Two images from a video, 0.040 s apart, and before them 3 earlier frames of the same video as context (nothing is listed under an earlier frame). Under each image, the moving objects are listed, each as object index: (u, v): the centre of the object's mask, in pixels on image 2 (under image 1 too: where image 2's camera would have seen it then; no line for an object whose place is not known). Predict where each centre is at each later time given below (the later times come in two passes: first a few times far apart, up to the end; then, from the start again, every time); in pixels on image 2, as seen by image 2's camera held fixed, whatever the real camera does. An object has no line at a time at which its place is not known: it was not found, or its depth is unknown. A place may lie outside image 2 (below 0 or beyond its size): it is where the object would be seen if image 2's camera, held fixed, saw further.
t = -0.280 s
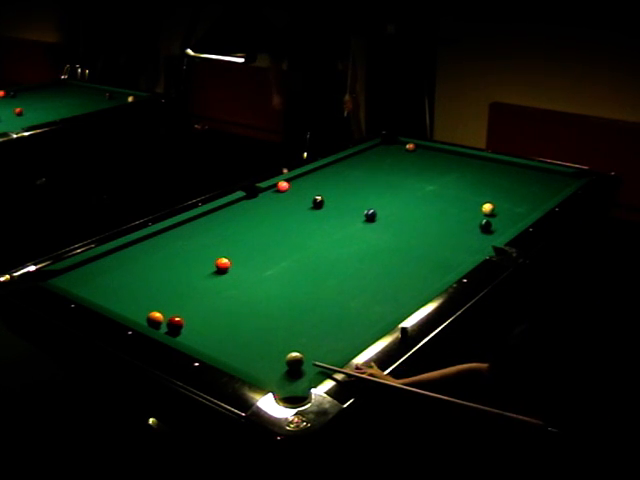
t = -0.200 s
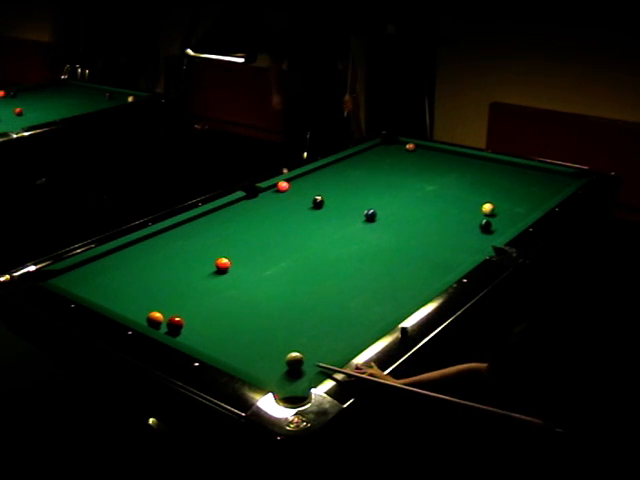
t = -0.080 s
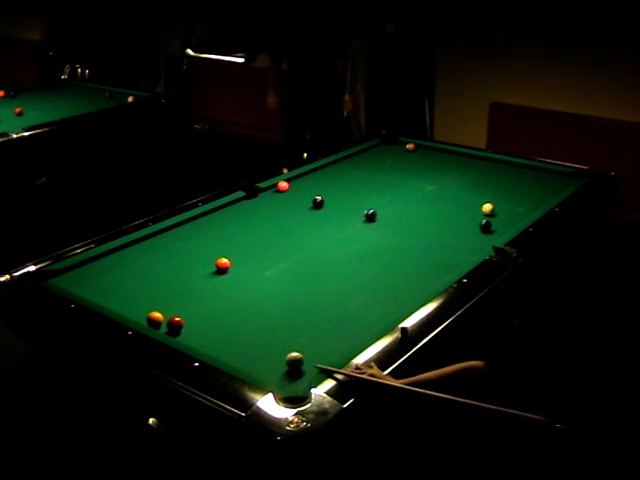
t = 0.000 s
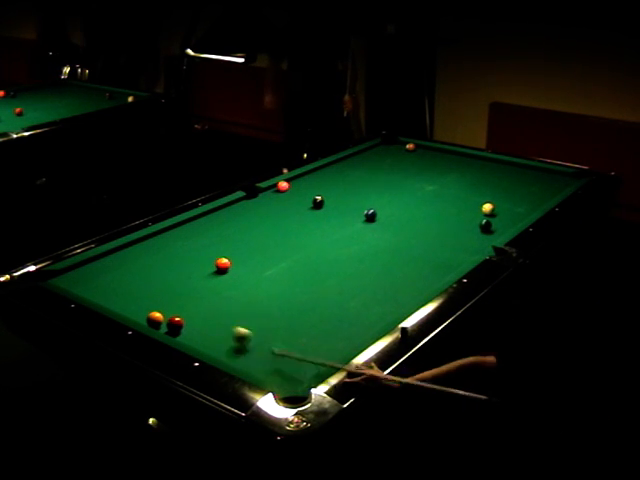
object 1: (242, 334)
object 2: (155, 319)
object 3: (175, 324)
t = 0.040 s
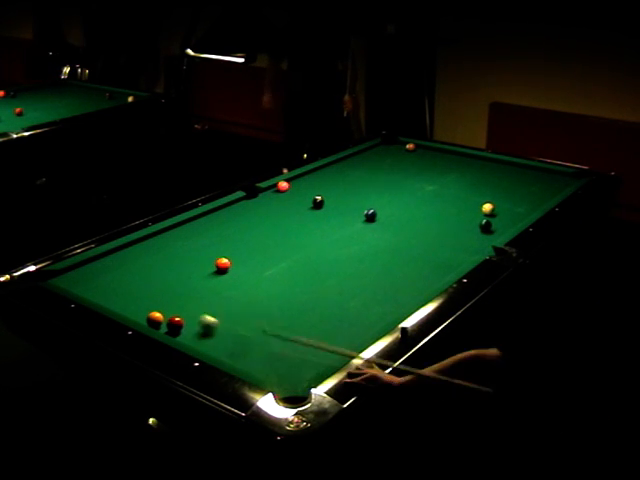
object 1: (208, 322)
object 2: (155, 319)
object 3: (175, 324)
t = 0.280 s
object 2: (155, 319)
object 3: (175, 324)
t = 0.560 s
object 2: (161, 321)
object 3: (188, 327)
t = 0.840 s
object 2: (172, 323)
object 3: (269, 345)
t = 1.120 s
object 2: (188, 324)
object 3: (323, 352)
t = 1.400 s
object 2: (204, 323)
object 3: (294, 333)
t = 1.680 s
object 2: (217, 324)
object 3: (270, 316)
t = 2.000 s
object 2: (230, 324)
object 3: (245, 298)
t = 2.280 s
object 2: (240, 324)
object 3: (226, 286)
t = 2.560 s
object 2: (247, 324)
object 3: (210, 274)
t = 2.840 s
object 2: (253, 324)
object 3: (195, 264)
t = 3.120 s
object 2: (256, 324)
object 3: (182, 255)
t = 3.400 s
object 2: (258, 324)
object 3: (170, 248)
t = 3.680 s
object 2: (258, 324)
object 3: (160, 240)
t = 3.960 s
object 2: (258, 324)
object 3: (158, 237)
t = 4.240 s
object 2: (258, 324)
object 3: (169, 238)
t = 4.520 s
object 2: (258, 324)
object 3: (178, 240)
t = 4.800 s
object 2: (258, 324)
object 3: (187, 242)
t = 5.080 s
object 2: (258, 324)
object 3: (193, 243)
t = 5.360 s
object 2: (258, 324)
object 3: (199, 244)
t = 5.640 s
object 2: (258, 324)
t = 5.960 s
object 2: (258, 324)
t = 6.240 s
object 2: (258, 324)
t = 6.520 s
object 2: (258, 324)
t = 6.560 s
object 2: (258, 324)
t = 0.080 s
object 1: (179, 308)
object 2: (155, 319)
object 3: (174, 325)
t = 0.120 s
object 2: (155, 320)
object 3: (175, 324)
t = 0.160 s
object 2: (155, 319)
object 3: (175, 324)
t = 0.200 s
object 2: (155, 319)
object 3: (175, 324)
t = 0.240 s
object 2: (155, 319)
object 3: (175, 324)
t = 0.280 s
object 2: (155, 319)
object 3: (175, 324)
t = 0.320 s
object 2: (155, 319)
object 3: (175, 324)
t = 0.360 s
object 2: (155, 319)
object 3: (175, 324)
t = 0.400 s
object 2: (155, 319)
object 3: (175, 324)
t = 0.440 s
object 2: (155, 319)
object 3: (175, 324)
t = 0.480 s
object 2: (155, 319)
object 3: (175, 324)
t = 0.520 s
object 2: (160, 321)
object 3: (175, 324)
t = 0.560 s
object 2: (161, 321)
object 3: (188, 327)
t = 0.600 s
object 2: (161, 321)
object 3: (201, 330)
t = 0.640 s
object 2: (162, 321)
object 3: (213, 333)
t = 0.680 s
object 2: (164, 322)
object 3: (224, 335)
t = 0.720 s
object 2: (166, 322)
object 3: (235, 338)
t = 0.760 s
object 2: (168, 323)
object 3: (246, 340)
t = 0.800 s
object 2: (170, 323)
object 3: (258, 343)
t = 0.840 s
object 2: (172, 323)
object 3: (269, 345)
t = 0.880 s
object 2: (175, 323)
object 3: (281, 347)
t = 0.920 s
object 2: (177, 323)
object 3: (292, 350)
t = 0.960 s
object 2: (179, 324)
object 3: (304, 353)
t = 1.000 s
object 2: (182, 324)
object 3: (316, 355)
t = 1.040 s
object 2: (184, 324)
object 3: (327, 356)
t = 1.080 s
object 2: (186, 324)
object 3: (327, 355)
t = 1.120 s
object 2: (188, 324)
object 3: (323, 352)
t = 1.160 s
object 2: (191, 325)
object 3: (319, 350)
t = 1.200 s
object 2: (193, 325)
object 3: (314, 347)
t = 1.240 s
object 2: (195, 325)
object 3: (310, 344)
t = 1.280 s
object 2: (198, 325)
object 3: (306, 341)
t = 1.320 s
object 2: (200, 323)
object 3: (302, 338)
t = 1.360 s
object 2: (202, 323)
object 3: (298, 335)
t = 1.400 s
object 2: (204, 323)
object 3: (294, 333)
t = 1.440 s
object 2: (206, 323)
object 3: (291, 330)
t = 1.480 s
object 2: (208, 323)
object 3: (287, 327)
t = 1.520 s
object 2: (210, 323)
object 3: (283, 325)
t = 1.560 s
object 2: (212, 323)
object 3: (280, 323)
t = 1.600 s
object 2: (214, 324)
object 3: (276, 320)
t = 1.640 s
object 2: (215, 324)
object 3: (273, 318)
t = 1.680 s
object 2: (217, 324)
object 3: (270, 316)
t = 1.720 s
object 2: (219, 324)
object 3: (266, 313)
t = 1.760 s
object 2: (221, 324)
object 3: (263, 311)
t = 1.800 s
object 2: (222, 324)
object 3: (260, 309)
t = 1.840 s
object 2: (224, 324)
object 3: (257, 307)
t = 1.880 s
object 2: (226, 324)
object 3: (254, 305)
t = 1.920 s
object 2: (227, 324)
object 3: (251, 302)
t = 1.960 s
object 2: (229, 324)
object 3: (248, 300)
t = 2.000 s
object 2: (230, 324)
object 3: (245, 298)
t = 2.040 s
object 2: (232, 324)
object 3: (242, 296)
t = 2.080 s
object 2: (233, 324)
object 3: (239, 294)
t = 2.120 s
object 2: (234, 324)
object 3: (237, 292)
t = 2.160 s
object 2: (236, 324)
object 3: (234, 291)
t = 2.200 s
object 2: (237, 324)
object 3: (231, 289)
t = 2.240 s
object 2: (238, 324)
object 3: (229, 287)
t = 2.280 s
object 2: (240, 324)
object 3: (226, 286)
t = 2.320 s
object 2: (241, 324)
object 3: (224, 283)
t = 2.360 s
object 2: (242, 324)
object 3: (222, 282)
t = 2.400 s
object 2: (243, 324)
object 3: (219, 280)
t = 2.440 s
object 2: (244, 324)
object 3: (216, 279)
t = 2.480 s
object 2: (245, 324)
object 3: (214, 277)
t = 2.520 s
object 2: (246, 324)
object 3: (212, 276)
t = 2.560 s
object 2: (247, 324)
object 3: (210, 274)
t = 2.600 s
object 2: (248, 324)
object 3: (207, 273)
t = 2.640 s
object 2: (249, 324)
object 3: (205, 271)
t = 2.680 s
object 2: (250, 324)
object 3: (203, 270)
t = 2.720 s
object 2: (251, 324)
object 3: (201, 268)
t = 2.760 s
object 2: (251, 324)
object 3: (199, 267)
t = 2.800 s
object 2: (252, 324)
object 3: (197, 265)
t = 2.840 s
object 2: (253, 324)
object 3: (195, 264)
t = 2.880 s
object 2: (253, 324)
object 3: (193, 263)
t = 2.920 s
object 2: (254, 324)
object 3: (191, 262)
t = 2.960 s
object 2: (255, 324)
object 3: (189, 260)
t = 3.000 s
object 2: (255, 324)
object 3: (187, 259)
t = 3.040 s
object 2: (256, 324)
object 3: (186, 258)
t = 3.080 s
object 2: (256, 324)
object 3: (184, 257)
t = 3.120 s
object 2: (256, 324)
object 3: (182, 255)
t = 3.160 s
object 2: (257, 324)
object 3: (180, 254)
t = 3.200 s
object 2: (257, 324)
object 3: (178, 253)
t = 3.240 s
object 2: (257, 324)
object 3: (177, 252)
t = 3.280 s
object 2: (257, 324)
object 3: (175, 251)
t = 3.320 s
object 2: (258, 324)
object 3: (174, 249)
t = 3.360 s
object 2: (258, 324)
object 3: (172, 248)
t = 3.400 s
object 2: (258, 324)
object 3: (170, 248)
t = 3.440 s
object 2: (258, 324)
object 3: (169, 246)
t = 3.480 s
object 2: (258, 324)
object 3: (167, 245)
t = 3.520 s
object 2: (258, 324)
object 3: (165, 245)
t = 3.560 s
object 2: (258, 324)
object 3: (164, 243)
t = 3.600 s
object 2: (258, 324)
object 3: (163, 242)
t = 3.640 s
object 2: (258, 324)
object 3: (161, 241)
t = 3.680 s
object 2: (258, 324)
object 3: (160, 240)
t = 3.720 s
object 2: (258, 324)
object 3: (159, 239)
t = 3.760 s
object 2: (258, 324)
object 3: (157, 238)
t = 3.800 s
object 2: (258, 324)
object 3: (157, 237)
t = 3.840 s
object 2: (258, 324)
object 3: (156, 236)
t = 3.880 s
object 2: (258, 324)
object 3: (156, 236)
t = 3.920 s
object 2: (258, 324)
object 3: (157, 236)
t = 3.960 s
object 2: (258, 324)
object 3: (158, 237)
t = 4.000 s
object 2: (258, 324)
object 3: (160, 237)
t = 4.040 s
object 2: (258, 324)
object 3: (161, 237)
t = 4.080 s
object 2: (258, 324)
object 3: (163, 237)
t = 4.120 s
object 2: (258, 324)
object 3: (164, 237)
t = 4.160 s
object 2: (258, 324)
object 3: (165, 238)
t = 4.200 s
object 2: (258, 324)
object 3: (167, 238)
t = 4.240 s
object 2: (258, 324)
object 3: (169, 238)
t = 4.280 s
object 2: (258, 324)
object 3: (170, 239)
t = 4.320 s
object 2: (258, 324)
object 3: (171, 239)
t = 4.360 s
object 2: (258, 324)
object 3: (173, 239)
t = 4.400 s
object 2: (258, 324)
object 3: (174, 239)
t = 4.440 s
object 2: (258, 324)
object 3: (176, 239)
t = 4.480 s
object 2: (258, 324)
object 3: (177, 240)
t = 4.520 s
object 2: (258, 324)
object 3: (178, 240)
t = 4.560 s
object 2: (258, 324)
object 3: (179, 240)
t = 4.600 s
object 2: (258, 324)
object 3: (181, 241)
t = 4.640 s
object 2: (258, 324)
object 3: (182, 241)
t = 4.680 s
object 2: (258, 324)
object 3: (183, 241)
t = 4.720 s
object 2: (258, 324)
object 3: (184, 241)
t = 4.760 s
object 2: (258, 324)
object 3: (185, 242)
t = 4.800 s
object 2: (258, 324)
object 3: (187, 242)
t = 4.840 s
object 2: (258, 324)
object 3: (188, 242)
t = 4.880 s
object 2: (258, 324)
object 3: (189, 242)
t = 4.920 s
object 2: (258, 324)
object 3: (190, 243)
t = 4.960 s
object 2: (258, 324)
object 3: (191, 243)
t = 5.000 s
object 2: (258, 324)
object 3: (192, 243)
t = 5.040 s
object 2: (258, 324)
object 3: (193, 243)
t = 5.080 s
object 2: (258, 324)
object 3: (193, 243)
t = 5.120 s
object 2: (258, 324)
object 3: (194, 243)
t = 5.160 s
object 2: (258, 324)
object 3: (195, 243)
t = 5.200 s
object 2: (258, 324)
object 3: (196, 244)
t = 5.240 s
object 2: (258, 324)
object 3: (197, 244)
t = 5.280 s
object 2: (258, 324)
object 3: (197, 244)
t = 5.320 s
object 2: (258, 324)
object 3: (198, 244)
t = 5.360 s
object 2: (258, 324)
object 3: (199, 244)
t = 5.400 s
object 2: (258, 324)
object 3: (200, 244)
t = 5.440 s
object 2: (258, 324)
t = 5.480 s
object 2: (258, 324)
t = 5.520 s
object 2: (258, 324)
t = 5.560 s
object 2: (258, 324)
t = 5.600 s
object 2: (258, 324)
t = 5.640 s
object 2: (258, 324)
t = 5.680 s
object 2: (258, 324)
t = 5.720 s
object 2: (258, 324)
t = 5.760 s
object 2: (258, 324)
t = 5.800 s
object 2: (258, 324)
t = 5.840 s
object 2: (258, 324)
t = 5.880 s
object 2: (258, 324)
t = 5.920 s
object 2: (258, 324)
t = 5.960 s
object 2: (258, 324)
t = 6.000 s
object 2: (258, 324)
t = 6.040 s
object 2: (258, 324)
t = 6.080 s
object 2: (258, 324)
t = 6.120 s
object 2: (258, 324)
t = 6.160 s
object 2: (258, 324)
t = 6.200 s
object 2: (258, 324)
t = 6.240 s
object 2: (258, 324)
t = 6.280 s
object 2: (258, 324)
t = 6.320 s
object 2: (258, 324)
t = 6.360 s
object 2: (258, 324)
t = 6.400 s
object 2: (258, 324)
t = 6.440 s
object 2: (258, 324)
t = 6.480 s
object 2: (258, 324)
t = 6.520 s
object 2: (258, 324)
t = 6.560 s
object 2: (258, 324)
